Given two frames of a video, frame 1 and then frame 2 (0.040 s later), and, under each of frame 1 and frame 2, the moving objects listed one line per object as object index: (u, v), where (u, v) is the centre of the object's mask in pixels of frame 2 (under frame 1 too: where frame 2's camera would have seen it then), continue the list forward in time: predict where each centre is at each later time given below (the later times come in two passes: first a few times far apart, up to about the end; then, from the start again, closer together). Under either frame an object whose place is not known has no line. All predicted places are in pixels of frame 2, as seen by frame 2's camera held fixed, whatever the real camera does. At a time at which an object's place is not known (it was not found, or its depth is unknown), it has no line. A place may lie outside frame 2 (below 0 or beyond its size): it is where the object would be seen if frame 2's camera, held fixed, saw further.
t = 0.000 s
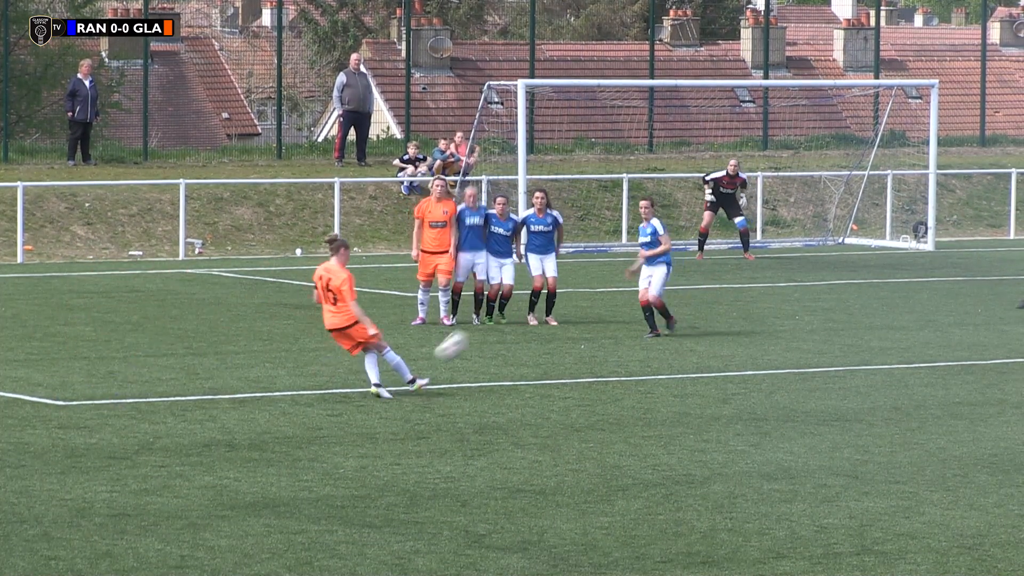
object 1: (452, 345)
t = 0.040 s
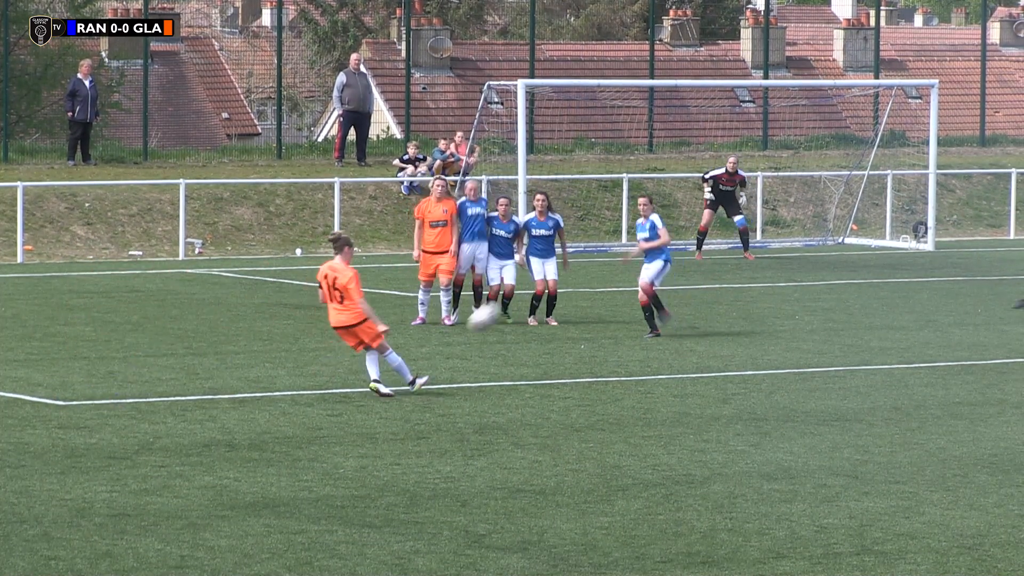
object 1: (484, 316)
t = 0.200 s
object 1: (600, 216)
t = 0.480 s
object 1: (757, 108)
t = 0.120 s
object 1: (548, 261)
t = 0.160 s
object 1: (573, 238)
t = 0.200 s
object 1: (600, 216)
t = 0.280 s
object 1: (650, 176)
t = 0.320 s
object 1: (673, 160)
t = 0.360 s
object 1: (696, 146)
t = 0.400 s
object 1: (717, 132)
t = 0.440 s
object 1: (737, 117)
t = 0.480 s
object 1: (757, 108)
